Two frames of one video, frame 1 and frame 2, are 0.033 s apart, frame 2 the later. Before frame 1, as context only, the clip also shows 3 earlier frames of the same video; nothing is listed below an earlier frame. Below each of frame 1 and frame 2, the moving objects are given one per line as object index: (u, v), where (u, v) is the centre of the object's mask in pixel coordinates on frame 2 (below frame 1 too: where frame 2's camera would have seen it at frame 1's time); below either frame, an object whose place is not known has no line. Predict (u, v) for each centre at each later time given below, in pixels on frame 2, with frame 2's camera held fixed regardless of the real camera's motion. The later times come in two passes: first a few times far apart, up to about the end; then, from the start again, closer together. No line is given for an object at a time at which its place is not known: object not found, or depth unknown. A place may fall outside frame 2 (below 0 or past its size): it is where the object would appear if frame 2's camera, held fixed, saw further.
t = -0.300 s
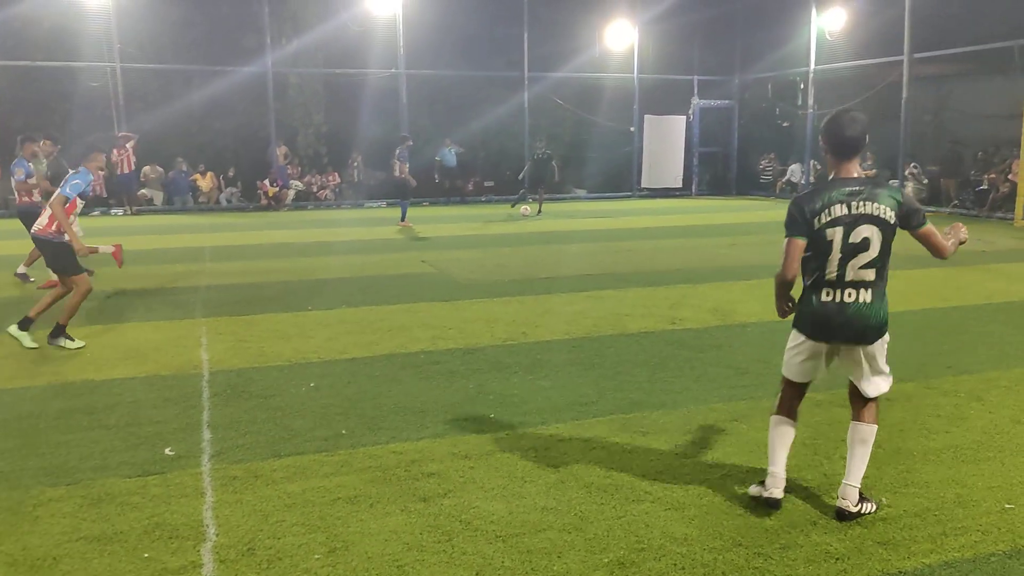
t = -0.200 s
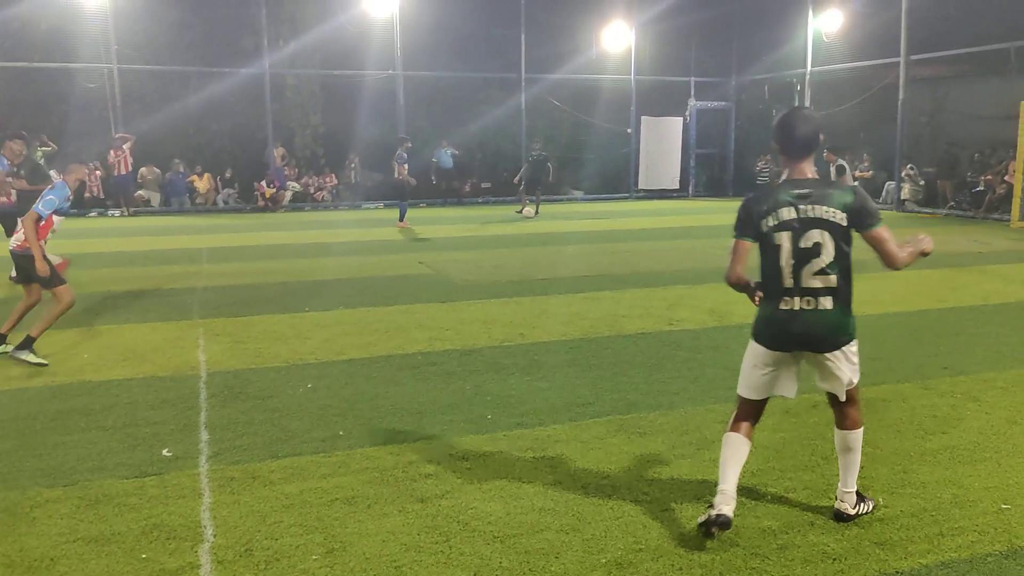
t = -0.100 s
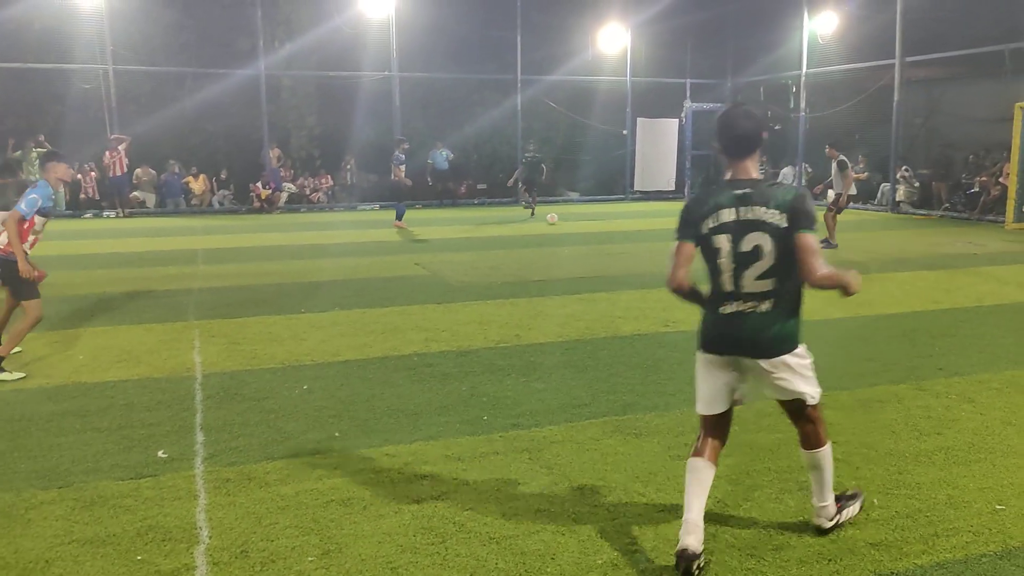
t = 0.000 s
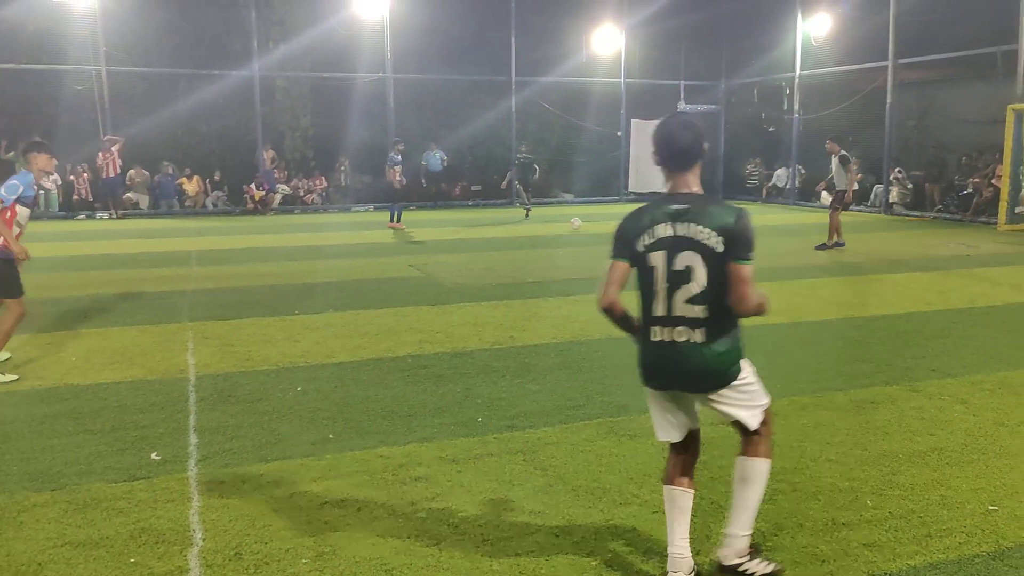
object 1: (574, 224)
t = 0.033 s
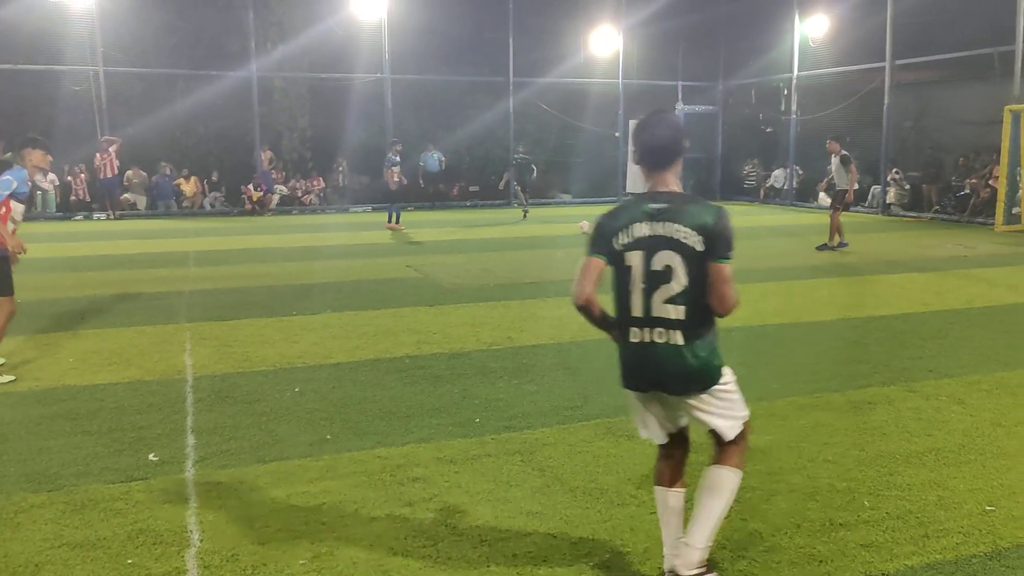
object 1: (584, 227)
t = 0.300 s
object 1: (671, 237)
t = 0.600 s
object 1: (780, 252)
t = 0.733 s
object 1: (832, 262)
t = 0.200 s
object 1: (637, 233)
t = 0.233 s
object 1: (649, 236)
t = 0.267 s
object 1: (661, 238)
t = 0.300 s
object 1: (671, 237)
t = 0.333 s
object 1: (682, 237)
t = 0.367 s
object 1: (693, 237)
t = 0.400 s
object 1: (705, 238)
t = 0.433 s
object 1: (717, 240)
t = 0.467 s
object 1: (729, 243)
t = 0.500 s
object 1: (742, 247)
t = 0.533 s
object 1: (755, 252)
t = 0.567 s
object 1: (766, 251)
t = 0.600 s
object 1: (780, 252)
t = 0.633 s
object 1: (792, 254)
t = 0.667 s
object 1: (805, 256)
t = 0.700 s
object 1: (818, 260)
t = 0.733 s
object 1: (832, 262)
